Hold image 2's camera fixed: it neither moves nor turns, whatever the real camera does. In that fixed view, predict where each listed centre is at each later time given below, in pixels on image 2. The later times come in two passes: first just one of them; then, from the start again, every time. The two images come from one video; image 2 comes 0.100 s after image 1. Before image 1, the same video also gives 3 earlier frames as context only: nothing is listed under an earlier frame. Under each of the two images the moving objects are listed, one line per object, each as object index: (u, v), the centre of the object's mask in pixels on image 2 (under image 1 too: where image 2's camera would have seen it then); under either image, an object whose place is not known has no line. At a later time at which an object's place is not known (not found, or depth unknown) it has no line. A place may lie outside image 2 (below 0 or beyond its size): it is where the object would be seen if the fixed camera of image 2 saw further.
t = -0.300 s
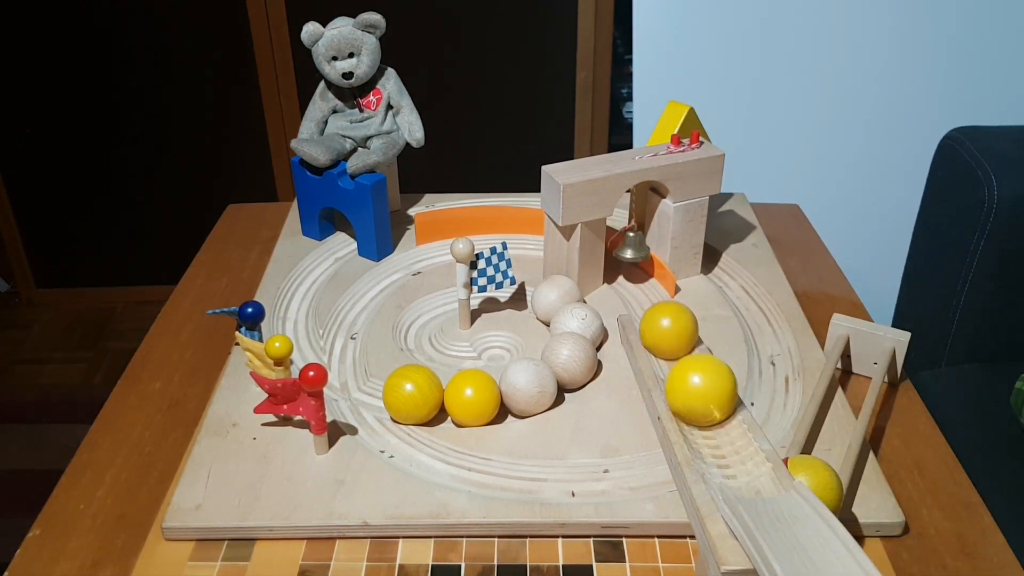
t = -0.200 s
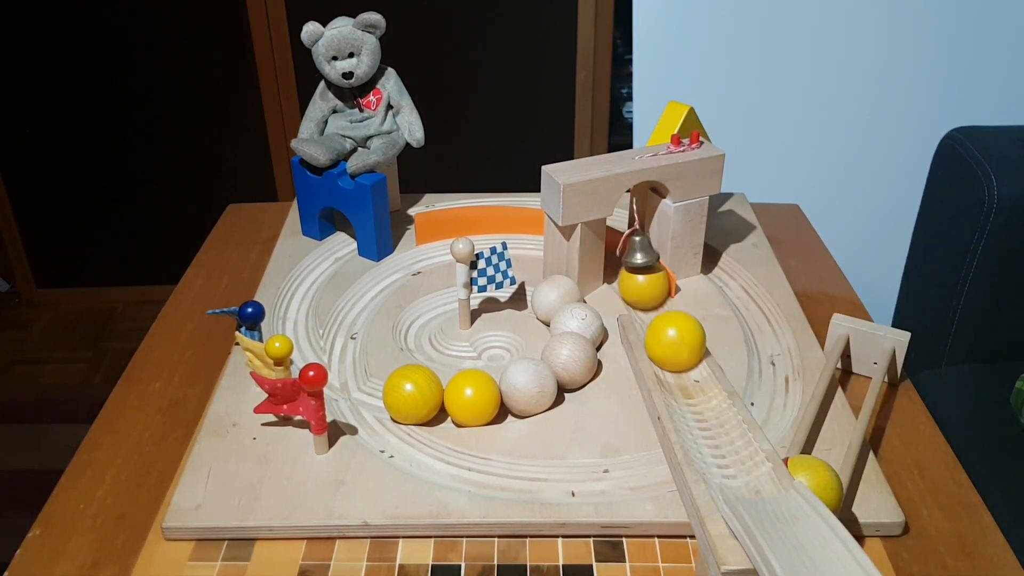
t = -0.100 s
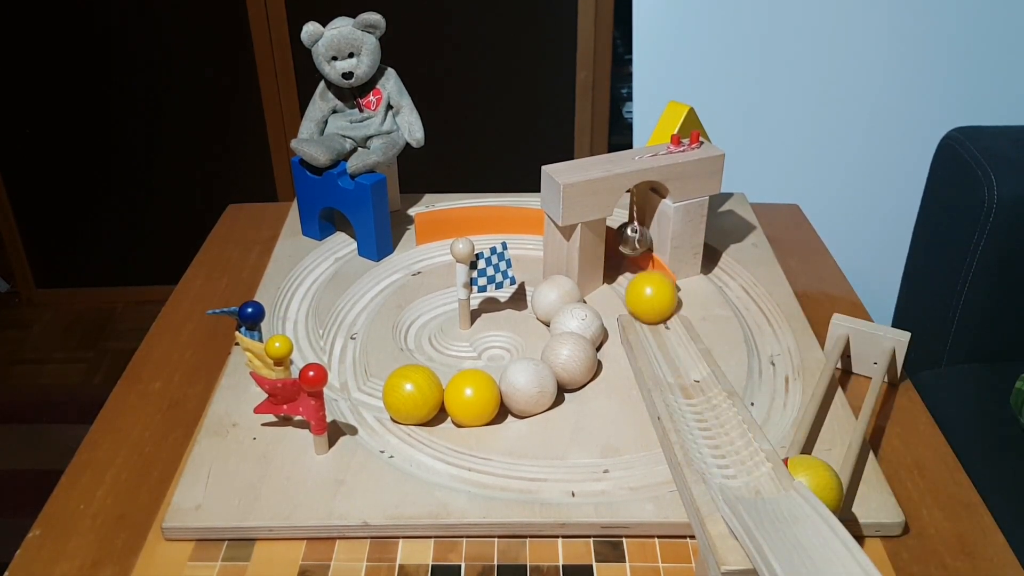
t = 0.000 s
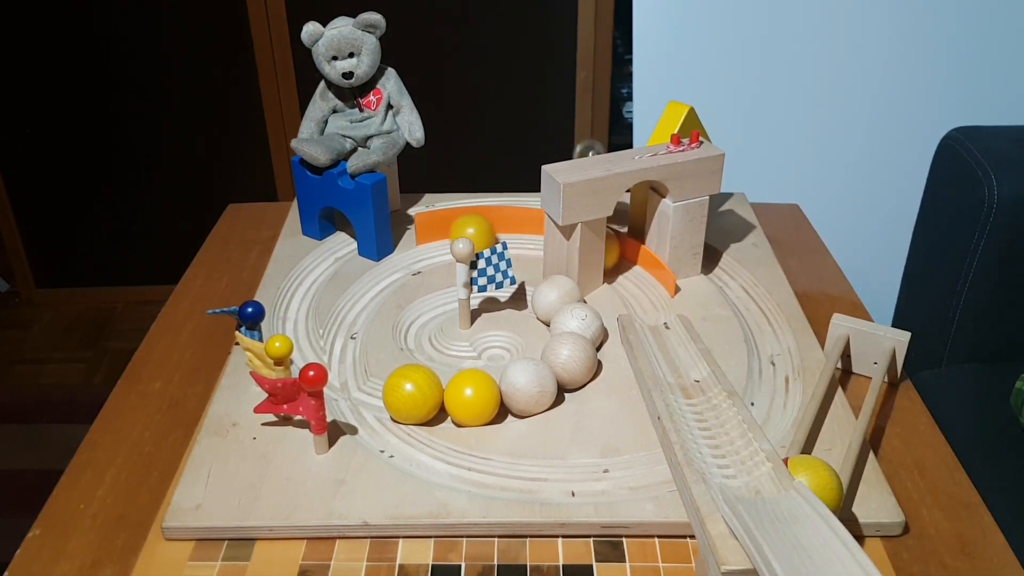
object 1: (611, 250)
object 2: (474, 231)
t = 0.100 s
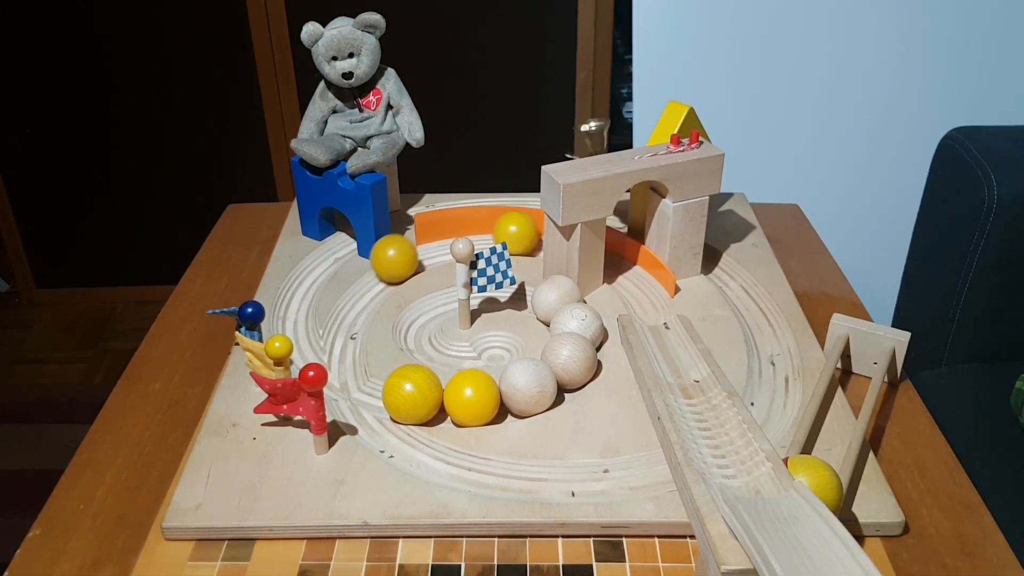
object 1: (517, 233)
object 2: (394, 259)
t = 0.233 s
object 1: (419, 247)
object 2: (342, 322)
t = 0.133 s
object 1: (491, 231)
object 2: (377, 272)
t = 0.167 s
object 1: (462, 232)
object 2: (359, 288)
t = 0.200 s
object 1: (438, 241)
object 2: (349, 303)
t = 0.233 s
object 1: (419, 247)
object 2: (342, 322)
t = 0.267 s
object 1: (397, 257)
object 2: (338, 339)
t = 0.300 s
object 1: (383, 267)
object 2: (339, 355)
